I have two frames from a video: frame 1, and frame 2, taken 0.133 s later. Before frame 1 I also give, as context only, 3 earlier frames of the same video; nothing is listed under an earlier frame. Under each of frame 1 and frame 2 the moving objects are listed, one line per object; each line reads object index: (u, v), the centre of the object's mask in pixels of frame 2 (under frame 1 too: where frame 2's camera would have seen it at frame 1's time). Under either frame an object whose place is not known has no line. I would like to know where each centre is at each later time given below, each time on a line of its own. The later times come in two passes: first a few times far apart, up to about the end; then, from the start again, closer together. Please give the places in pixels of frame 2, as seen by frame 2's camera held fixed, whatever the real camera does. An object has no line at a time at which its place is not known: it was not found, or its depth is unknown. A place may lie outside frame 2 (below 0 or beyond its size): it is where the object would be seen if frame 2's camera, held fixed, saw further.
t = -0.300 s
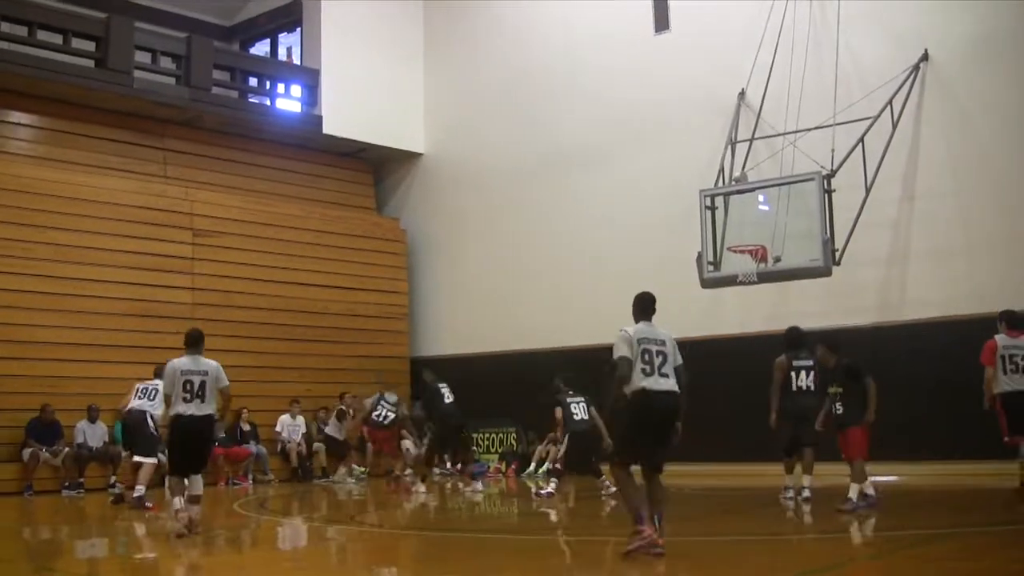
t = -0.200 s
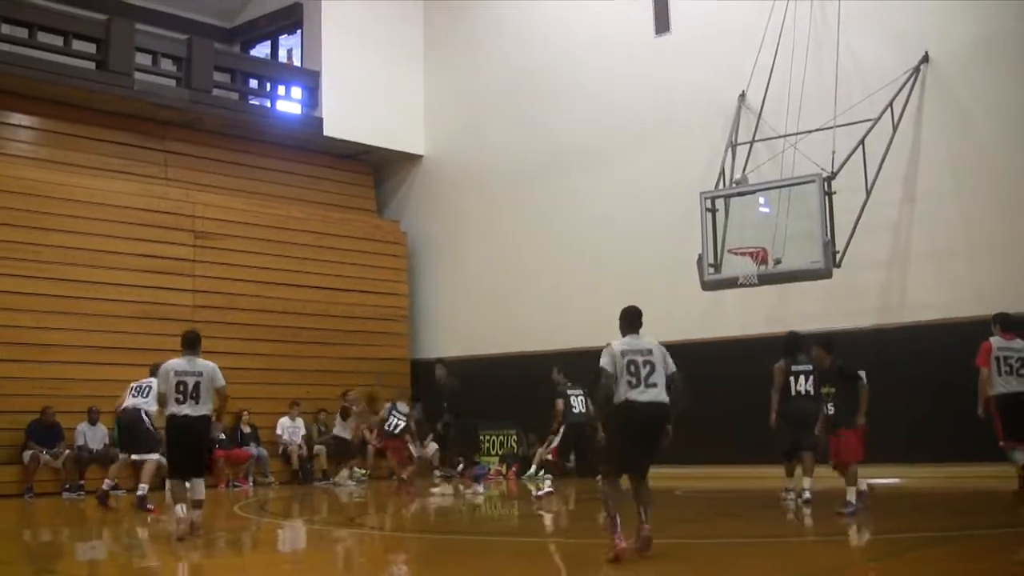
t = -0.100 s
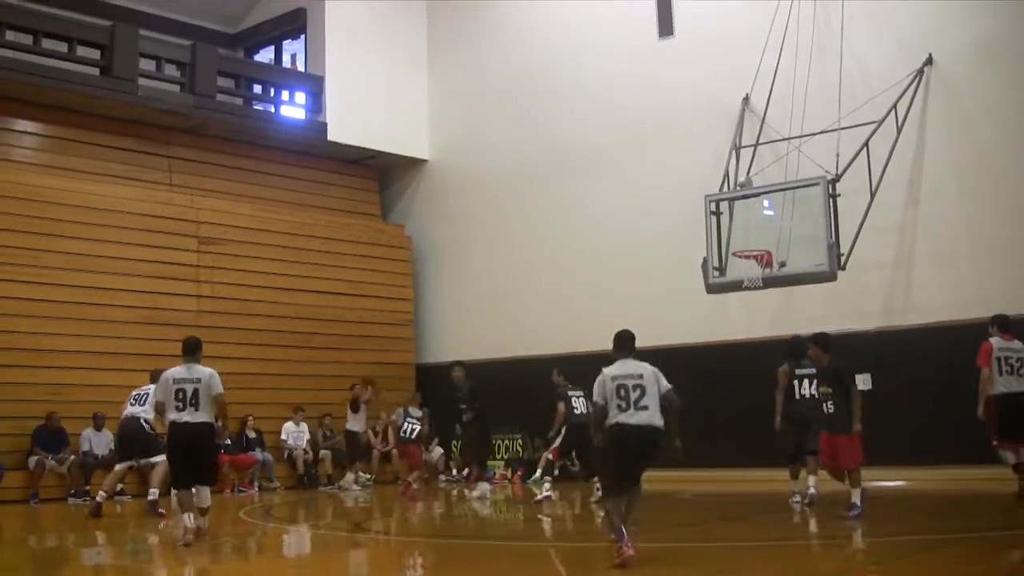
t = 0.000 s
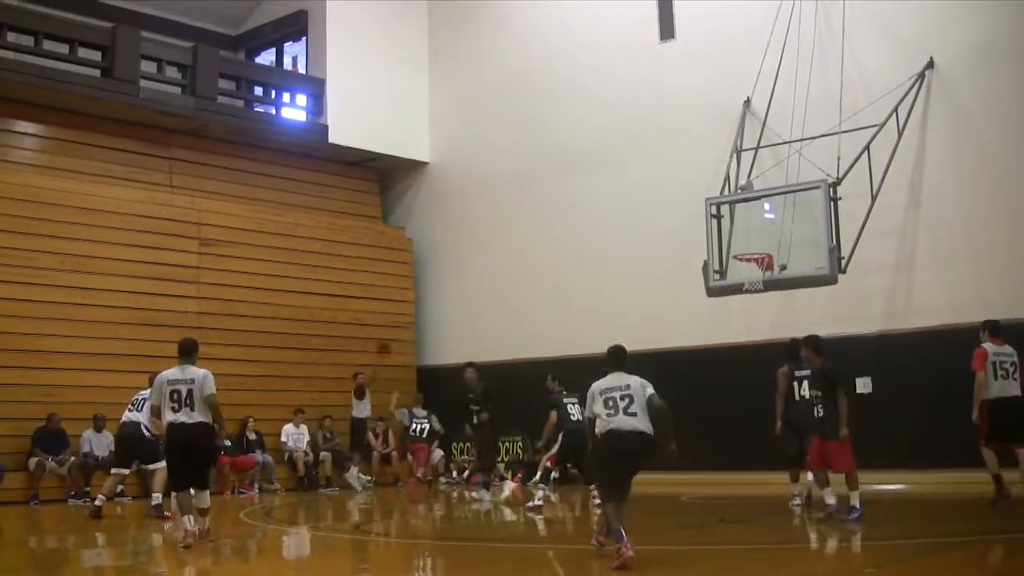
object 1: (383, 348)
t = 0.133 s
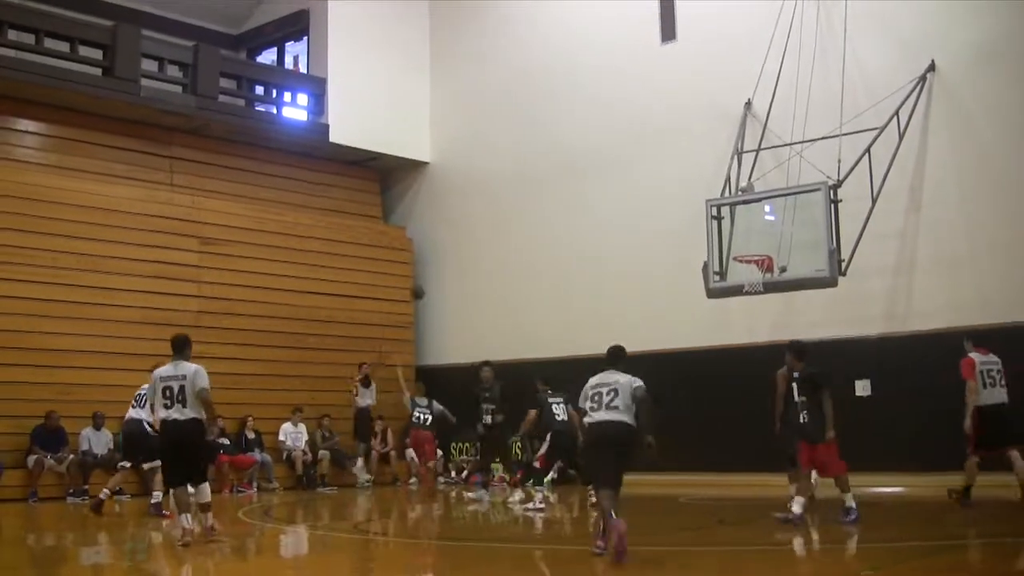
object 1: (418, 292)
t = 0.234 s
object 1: (443, 257)
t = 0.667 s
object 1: (565, 175)
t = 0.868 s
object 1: (626, 178)
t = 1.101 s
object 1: (703, 217)
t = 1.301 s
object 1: (767, 280)
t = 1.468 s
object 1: (788, 301)
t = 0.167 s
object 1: (425, 280)
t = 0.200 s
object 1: (434, 269)
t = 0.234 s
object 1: (443, 257)
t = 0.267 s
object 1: (452, 247)
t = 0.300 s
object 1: (461, 237)
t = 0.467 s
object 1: (507, 199)
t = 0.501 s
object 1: (516, 193)
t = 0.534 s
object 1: (526, 189)
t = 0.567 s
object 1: (536, 184)
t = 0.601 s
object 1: (546, 180)
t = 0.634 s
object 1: (555, 177)
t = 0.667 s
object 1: (565, 175)
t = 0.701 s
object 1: (575, 173)
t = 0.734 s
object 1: (585, 173)
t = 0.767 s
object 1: (595, 173)
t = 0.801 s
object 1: (605, 174)
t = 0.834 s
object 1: (616, 175)
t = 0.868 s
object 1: (626, 178)
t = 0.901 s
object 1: (637, 182)
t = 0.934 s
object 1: (648, 186)
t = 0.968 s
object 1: (658, 190)
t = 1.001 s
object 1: (670, 196)
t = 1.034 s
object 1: (681, 203)
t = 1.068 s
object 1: (692, 209)
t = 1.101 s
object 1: (703, 217)
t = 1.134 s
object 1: (714, 228)
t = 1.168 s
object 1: (726, 237)
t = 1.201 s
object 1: (737, 248)
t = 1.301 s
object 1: (767, 280)
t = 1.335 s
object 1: (772, 280)
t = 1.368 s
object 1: (775, 280)
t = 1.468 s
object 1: (788, 301)
